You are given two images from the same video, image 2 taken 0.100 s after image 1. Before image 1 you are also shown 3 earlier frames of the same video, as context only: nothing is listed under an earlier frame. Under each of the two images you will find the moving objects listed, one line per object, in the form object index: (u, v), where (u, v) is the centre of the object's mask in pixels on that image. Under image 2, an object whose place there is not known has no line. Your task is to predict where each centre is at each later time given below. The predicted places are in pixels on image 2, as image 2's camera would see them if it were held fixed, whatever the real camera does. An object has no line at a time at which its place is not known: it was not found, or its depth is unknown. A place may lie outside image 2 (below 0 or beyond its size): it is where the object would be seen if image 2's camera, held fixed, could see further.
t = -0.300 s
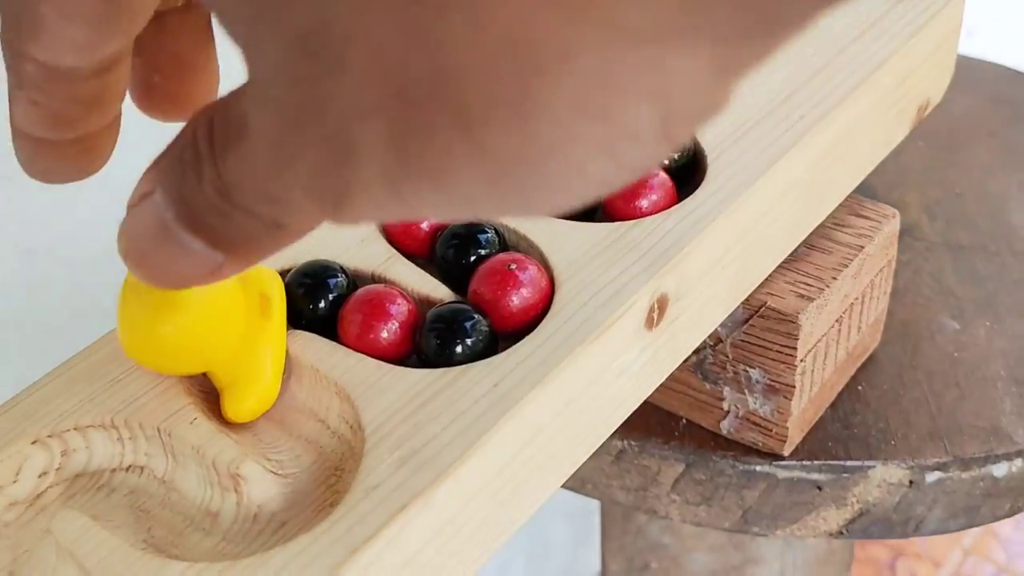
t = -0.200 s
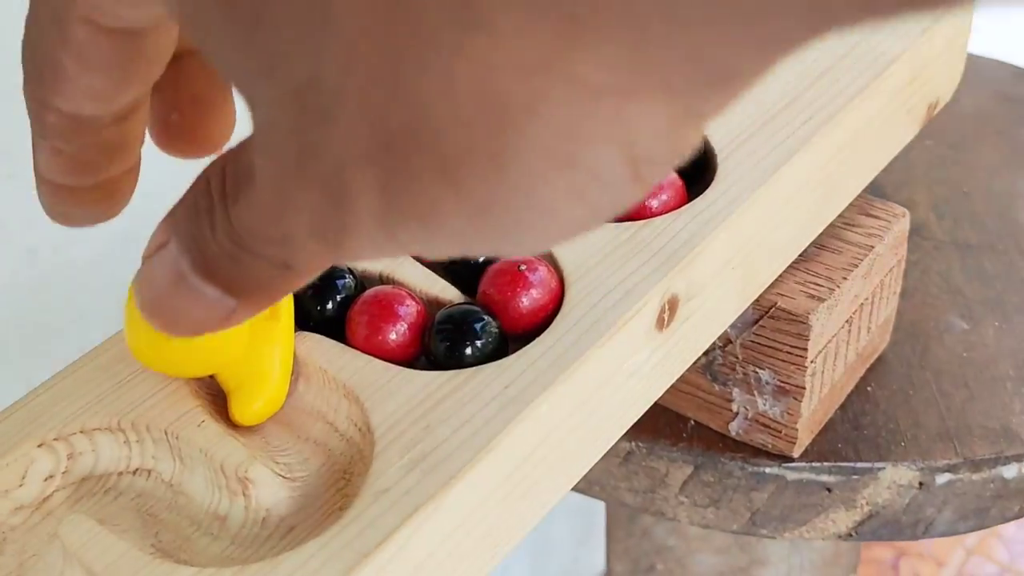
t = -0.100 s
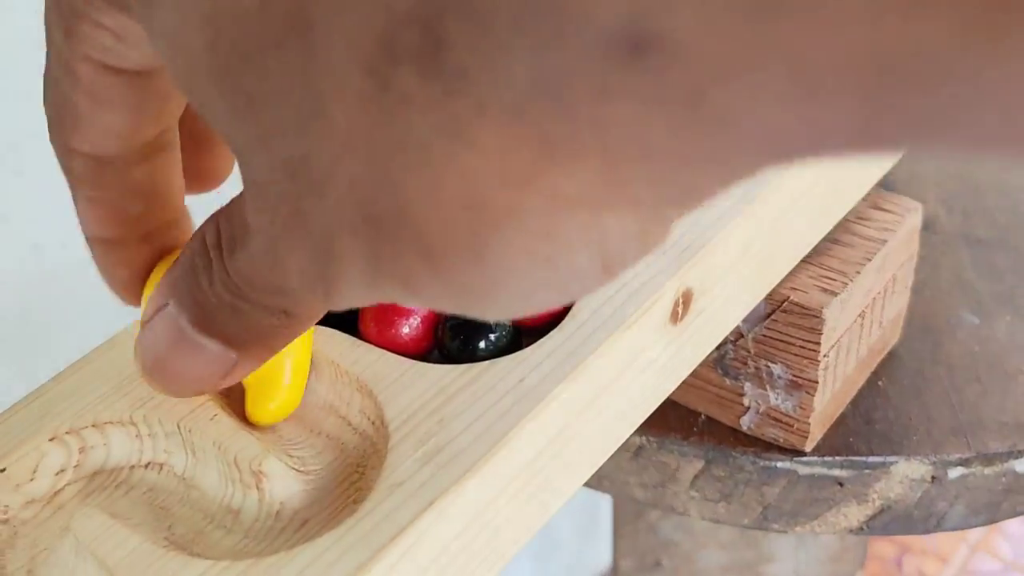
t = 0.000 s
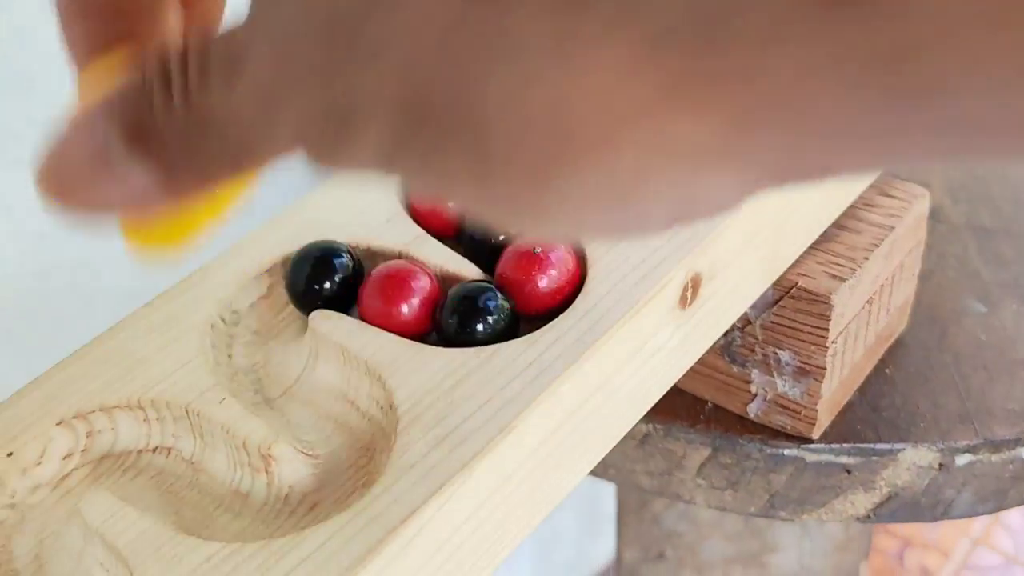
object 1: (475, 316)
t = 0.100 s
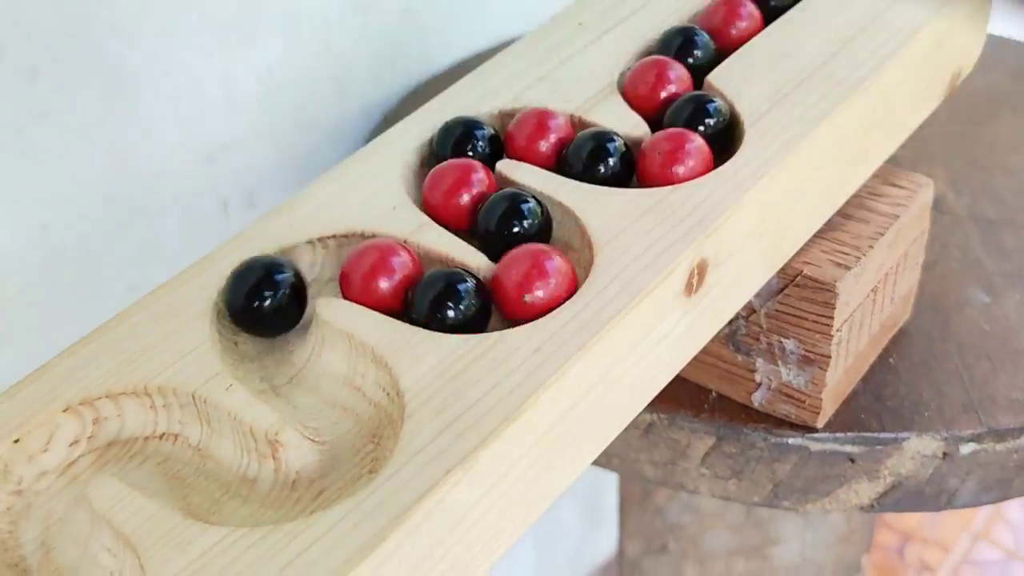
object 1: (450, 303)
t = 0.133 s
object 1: (437, 298)
